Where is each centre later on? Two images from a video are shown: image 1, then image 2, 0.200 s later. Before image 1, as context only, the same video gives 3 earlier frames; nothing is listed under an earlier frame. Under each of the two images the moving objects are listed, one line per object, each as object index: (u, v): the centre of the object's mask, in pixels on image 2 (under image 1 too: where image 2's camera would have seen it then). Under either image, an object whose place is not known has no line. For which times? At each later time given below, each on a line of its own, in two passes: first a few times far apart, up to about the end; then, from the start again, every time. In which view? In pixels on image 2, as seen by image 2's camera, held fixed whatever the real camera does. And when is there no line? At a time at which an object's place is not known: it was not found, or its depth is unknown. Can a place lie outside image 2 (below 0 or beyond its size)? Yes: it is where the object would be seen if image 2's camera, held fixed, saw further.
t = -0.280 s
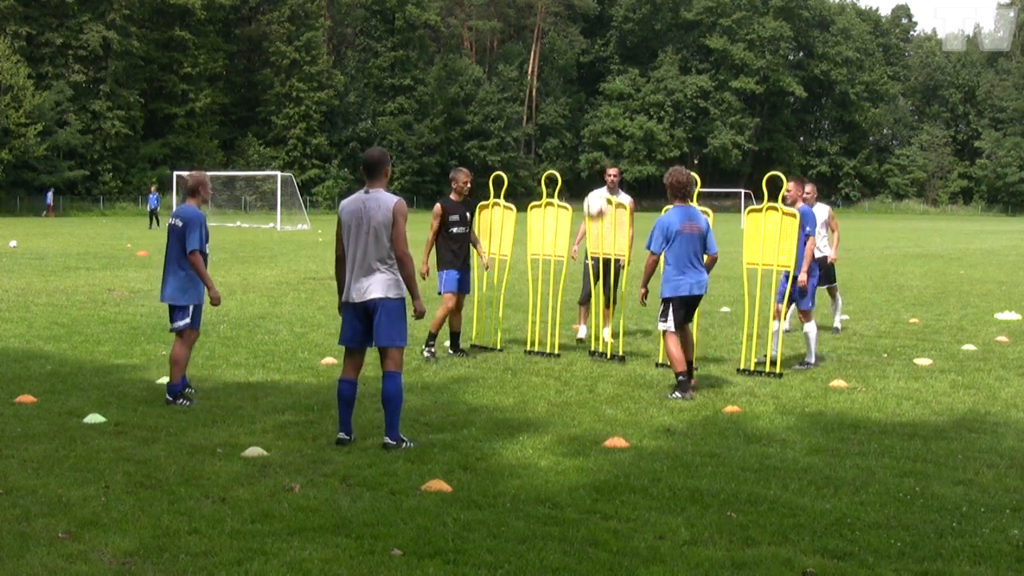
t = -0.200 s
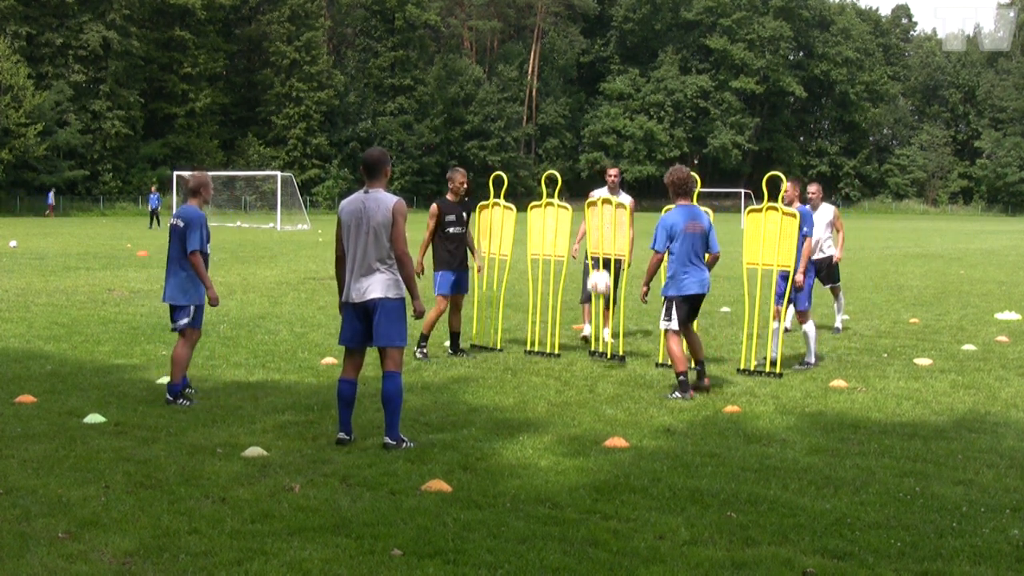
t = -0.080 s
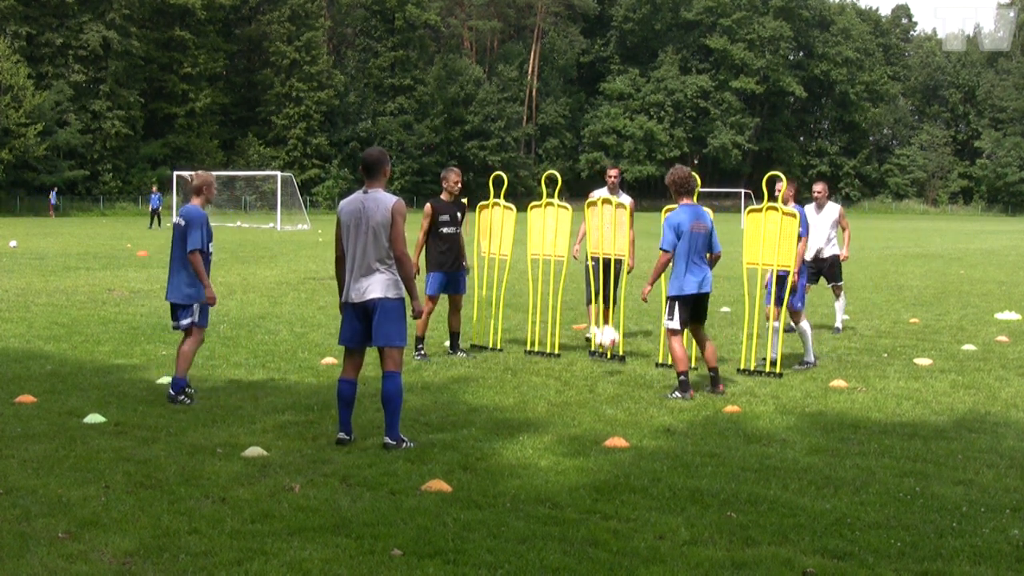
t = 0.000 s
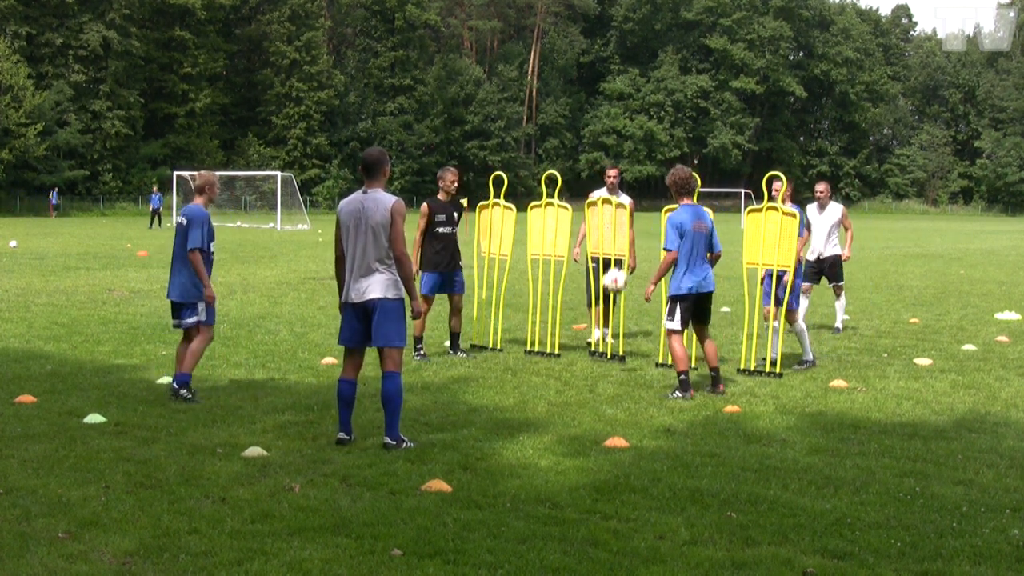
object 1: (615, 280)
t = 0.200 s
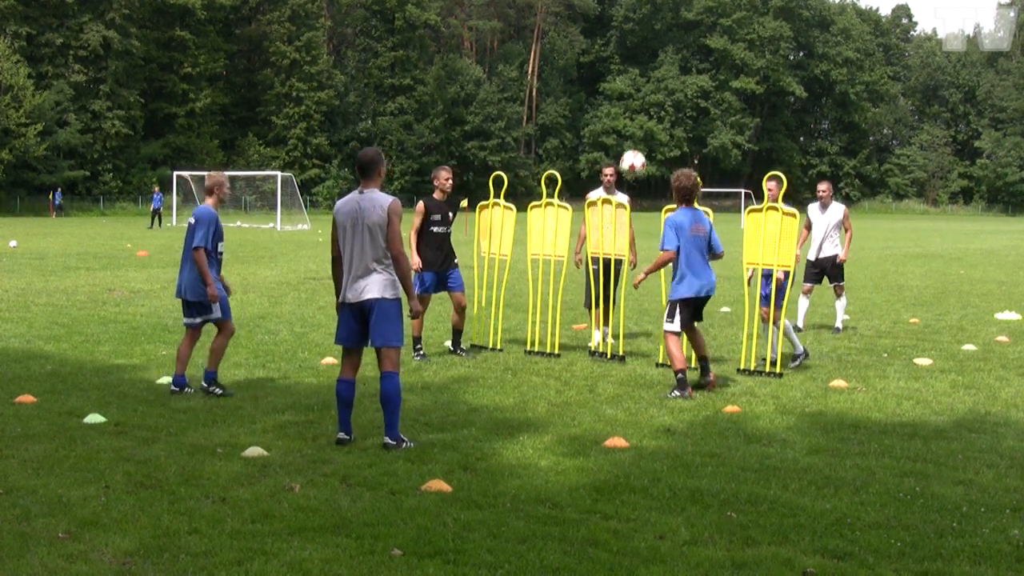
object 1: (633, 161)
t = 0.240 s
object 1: (636, 144)
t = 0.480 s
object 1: (654, 69)
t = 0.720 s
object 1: (671, 61)
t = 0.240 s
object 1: (636, 144)
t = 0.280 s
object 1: (639, 127)
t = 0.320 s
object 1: (643, 111)
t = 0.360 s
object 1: (646, 99)
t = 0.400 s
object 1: (649, 87)
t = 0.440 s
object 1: (652, 77)
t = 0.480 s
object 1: (654, 69)
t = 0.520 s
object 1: (657, 64)
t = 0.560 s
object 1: (660, 60)
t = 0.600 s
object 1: (663, 58)
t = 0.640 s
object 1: (665, 55)
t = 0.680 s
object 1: (668, 56)
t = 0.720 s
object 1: (671, 61)
